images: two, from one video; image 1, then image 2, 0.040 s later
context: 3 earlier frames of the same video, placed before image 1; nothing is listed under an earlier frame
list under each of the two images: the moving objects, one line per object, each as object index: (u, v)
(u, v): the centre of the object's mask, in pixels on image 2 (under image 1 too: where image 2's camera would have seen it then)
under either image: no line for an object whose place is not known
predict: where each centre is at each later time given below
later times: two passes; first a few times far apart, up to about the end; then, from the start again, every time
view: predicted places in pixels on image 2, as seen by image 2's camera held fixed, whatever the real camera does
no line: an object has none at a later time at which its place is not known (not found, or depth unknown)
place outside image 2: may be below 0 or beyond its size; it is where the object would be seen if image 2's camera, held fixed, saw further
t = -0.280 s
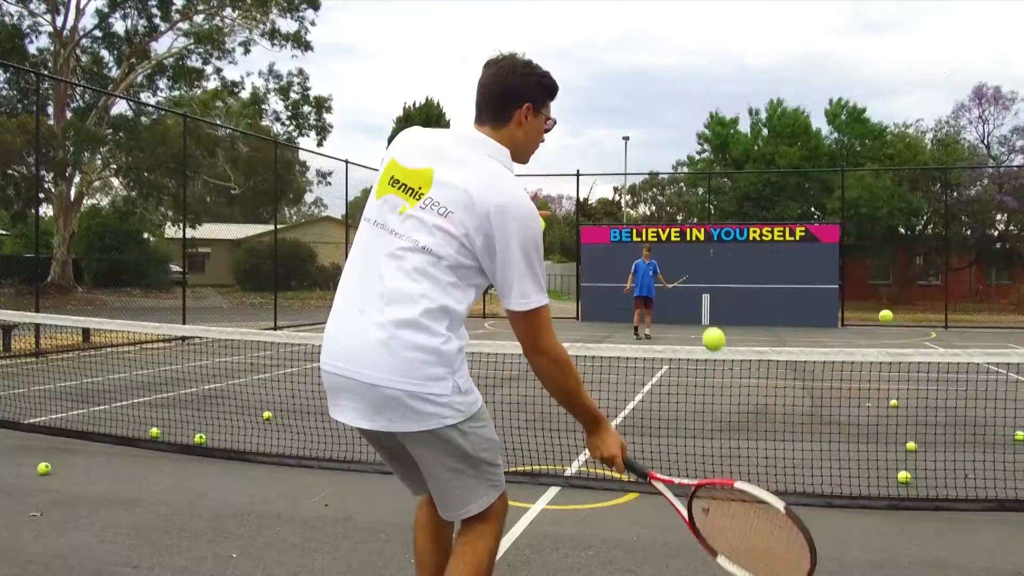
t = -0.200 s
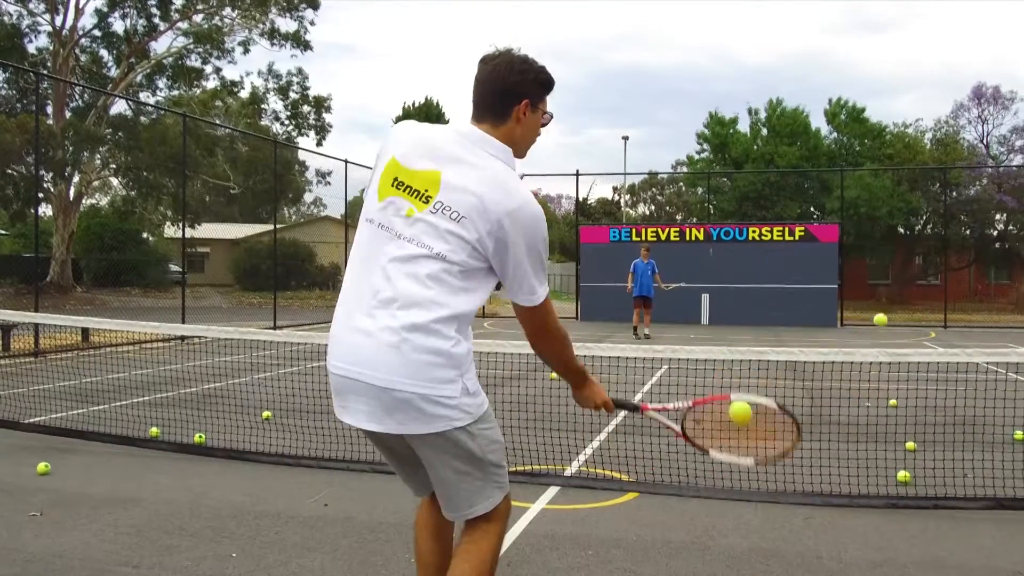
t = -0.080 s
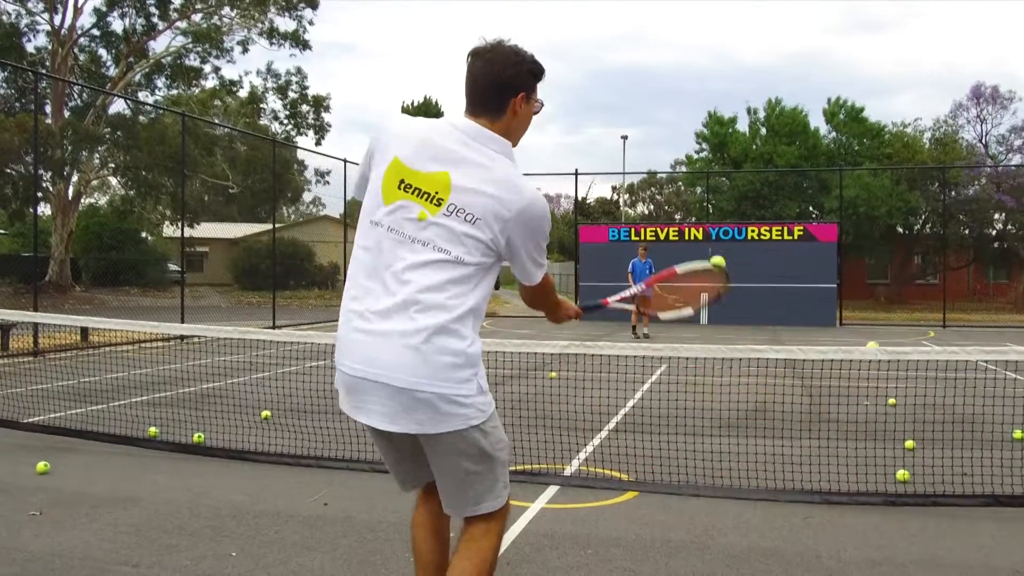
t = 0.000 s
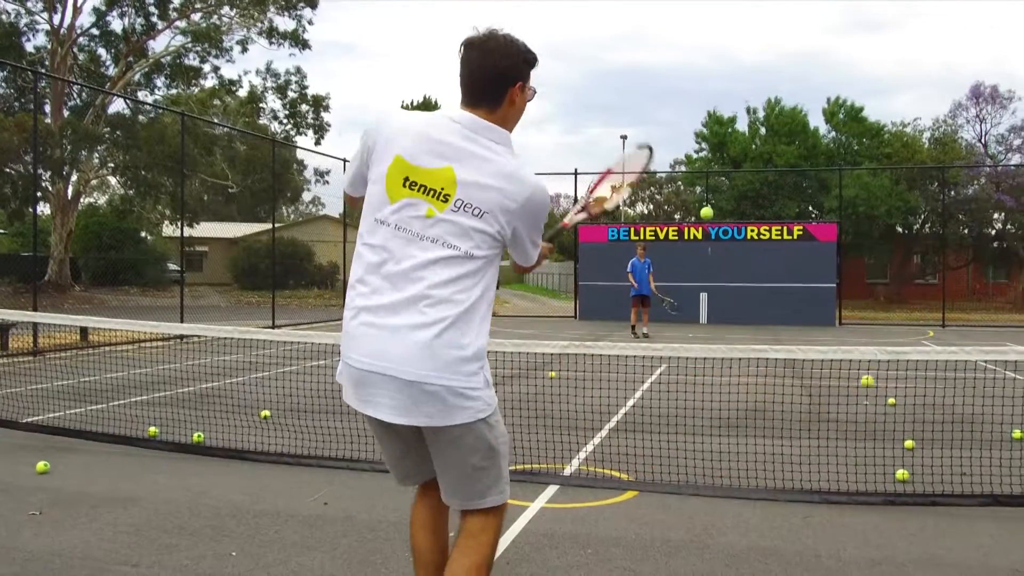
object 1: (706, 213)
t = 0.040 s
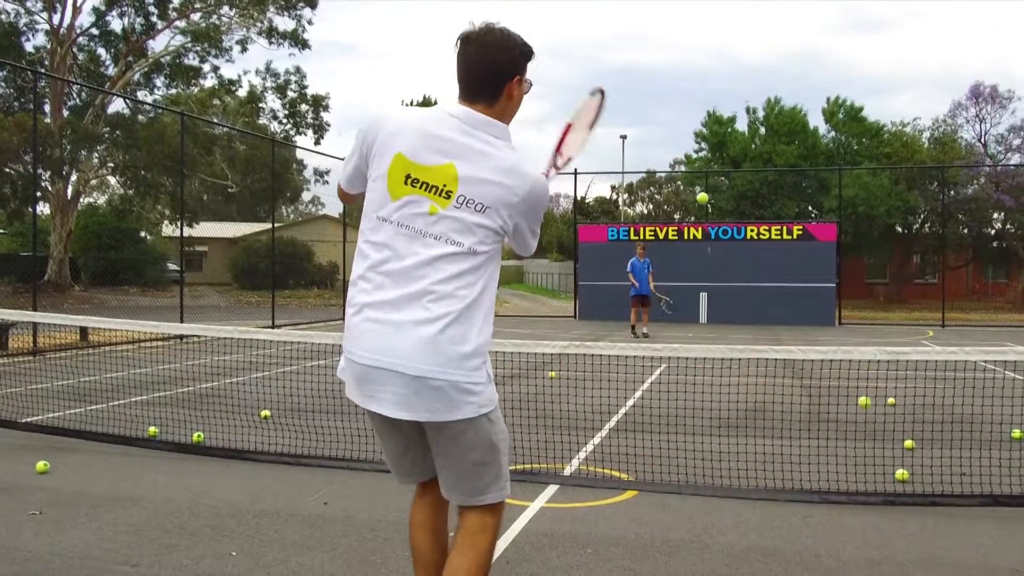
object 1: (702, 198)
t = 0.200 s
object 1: (692, 179)
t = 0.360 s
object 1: (686, 193)
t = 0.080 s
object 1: (699, 188)
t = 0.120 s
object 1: (696, 182)
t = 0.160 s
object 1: (694, 179)
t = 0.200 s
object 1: (692, 179)
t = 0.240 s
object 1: (690, 180)
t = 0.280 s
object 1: (689, 183)
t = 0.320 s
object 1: (687, 187)
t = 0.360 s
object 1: (686, 193)
